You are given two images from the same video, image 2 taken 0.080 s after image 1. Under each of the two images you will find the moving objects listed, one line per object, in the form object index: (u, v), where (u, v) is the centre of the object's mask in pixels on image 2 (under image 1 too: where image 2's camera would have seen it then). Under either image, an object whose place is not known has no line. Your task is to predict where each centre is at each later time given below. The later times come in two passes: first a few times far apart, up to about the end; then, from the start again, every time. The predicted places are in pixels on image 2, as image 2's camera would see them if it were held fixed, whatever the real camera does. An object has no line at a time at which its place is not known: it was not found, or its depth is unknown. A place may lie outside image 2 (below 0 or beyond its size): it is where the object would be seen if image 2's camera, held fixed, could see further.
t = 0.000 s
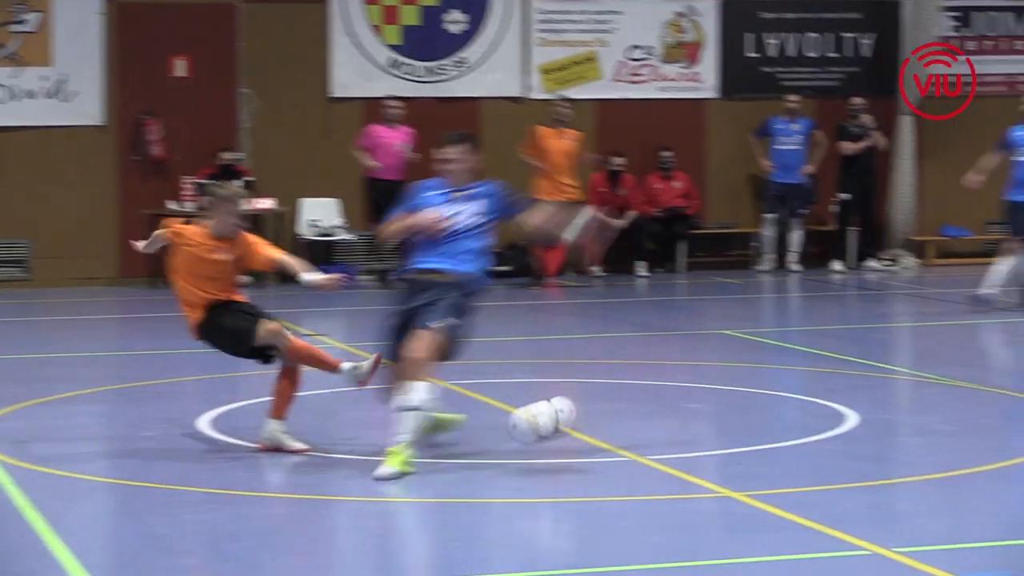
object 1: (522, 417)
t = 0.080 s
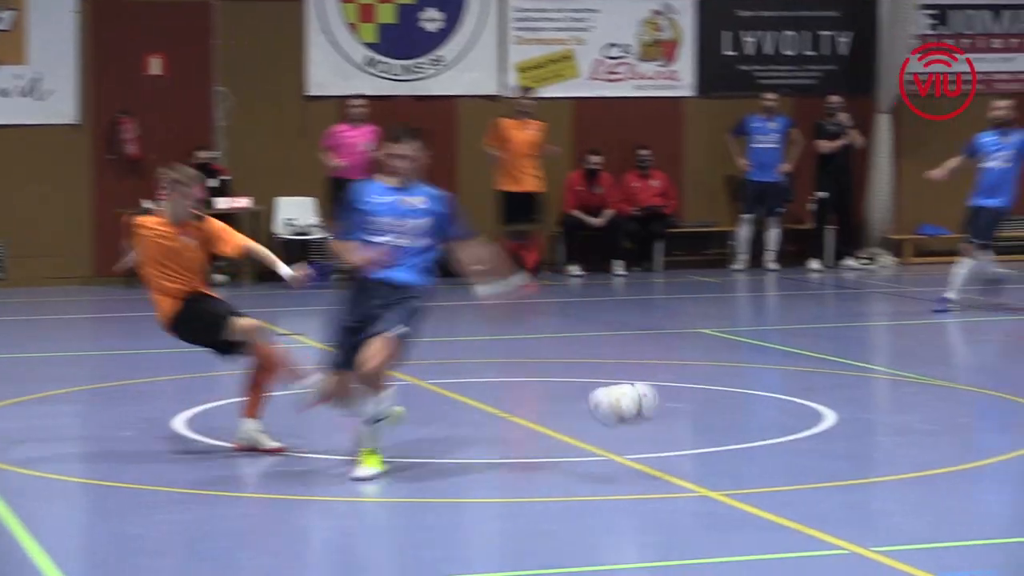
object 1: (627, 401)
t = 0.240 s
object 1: (838, 412)
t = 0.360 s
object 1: (995, 460)
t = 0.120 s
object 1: (677, 401)
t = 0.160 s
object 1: (728, 401)
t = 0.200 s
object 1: (782, 404)
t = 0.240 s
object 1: (838, 412)
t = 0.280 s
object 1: (891, 422)
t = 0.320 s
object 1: (946, 439)
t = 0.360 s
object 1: (995, 460)
